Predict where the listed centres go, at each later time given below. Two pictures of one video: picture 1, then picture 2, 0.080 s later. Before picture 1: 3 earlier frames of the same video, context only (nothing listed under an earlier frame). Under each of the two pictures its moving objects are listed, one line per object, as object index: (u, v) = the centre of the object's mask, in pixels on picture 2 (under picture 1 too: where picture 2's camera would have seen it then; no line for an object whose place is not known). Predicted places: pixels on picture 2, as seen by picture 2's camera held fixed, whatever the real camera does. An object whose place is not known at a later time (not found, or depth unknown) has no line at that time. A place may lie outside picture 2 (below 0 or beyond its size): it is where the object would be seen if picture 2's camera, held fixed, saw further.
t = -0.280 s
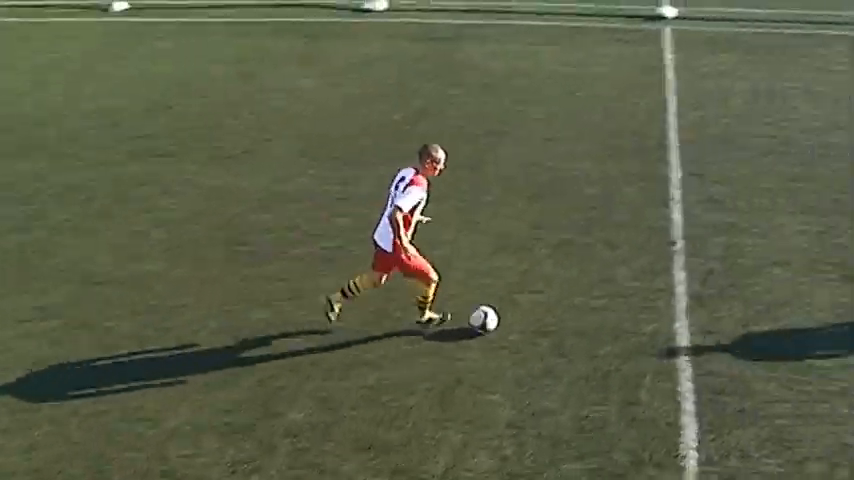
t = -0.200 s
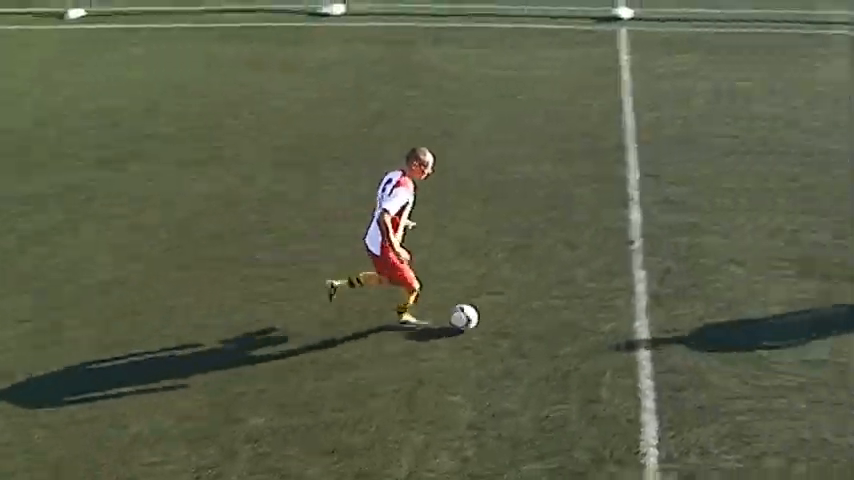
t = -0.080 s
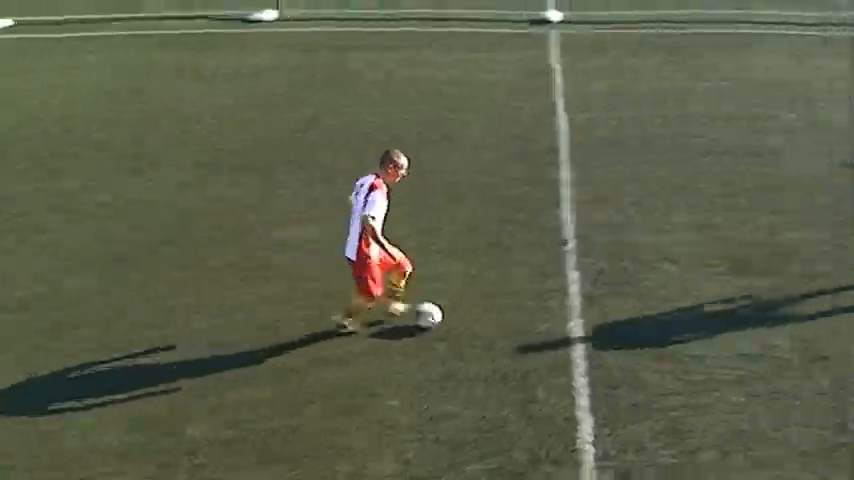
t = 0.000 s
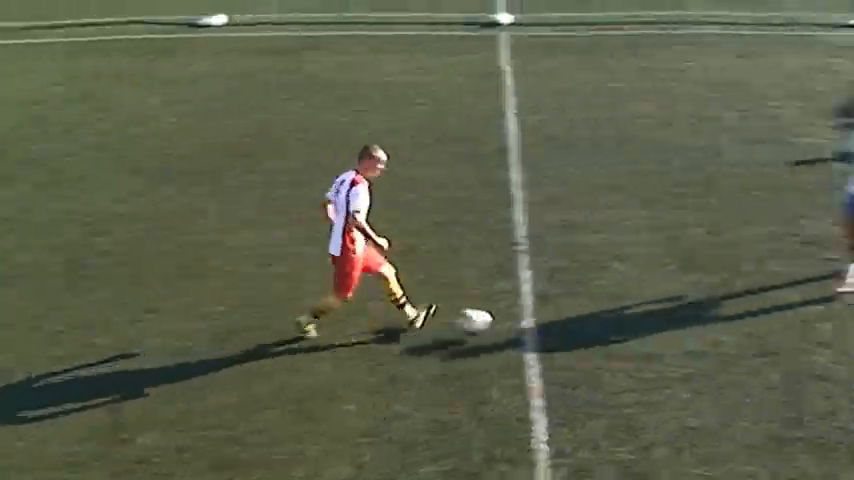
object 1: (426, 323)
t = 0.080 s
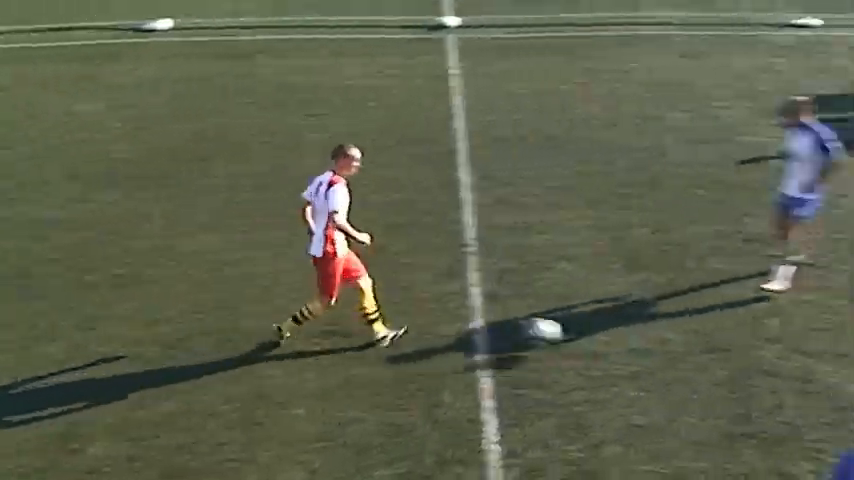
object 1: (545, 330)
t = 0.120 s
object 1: (606, 338)
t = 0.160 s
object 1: (669, 347)
